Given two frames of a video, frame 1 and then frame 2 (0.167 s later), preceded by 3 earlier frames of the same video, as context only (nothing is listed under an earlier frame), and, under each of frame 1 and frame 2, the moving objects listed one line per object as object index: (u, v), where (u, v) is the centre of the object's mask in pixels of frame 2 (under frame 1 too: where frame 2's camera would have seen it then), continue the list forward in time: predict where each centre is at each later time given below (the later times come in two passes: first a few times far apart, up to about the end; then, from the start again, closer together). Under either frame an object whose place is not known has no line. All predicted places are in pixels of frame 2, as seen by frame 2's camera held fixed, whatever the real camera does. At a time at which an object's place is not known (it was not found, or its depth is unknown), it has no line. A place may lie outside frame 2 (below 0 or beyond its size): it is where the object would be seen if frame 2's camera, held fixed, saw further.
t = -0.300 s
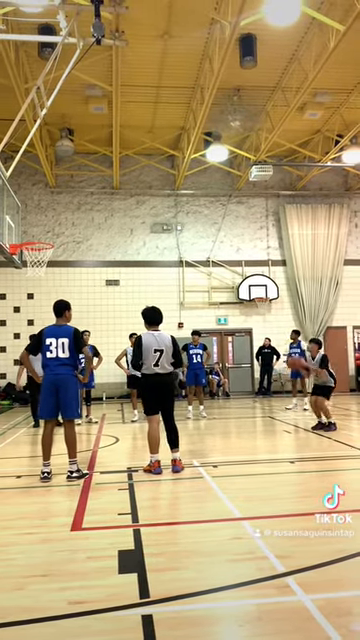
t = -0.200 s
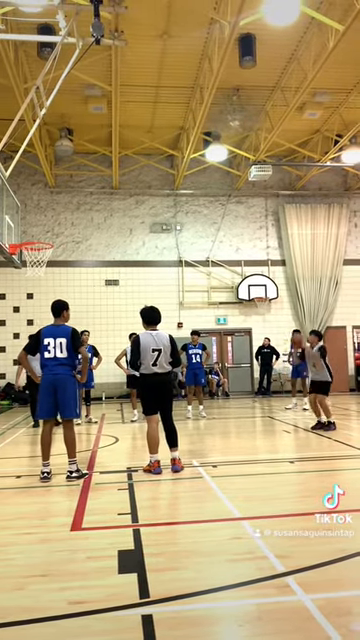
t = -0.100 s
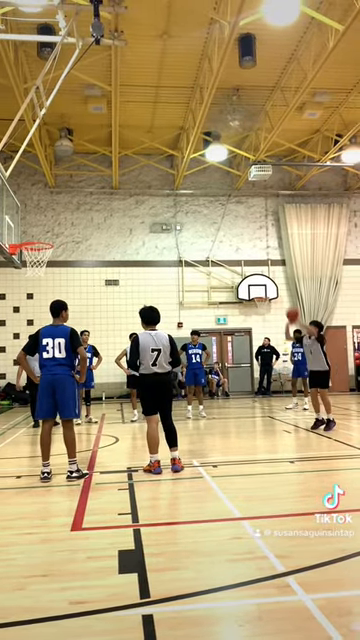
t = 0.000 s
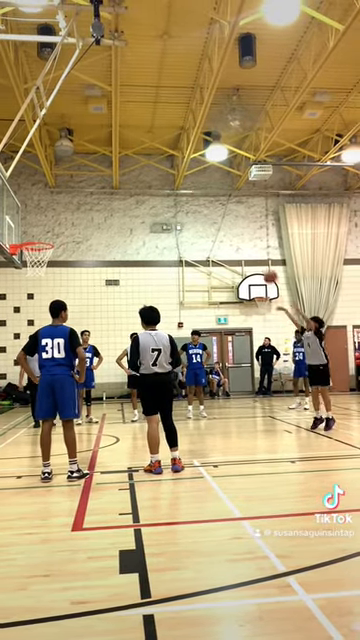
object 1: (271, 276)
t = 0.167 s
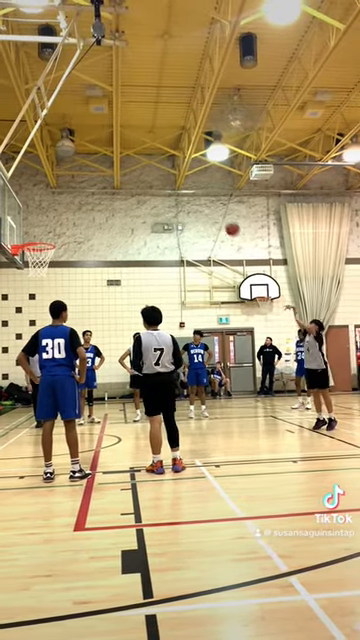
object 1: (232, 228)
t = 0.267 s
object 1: (209, 208)
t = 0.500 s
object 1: (156, 183)
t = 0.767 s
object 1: (98, 194)
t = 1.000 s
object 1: (46, 239)
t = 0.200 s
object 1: (224, 221)
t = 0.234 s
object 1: (216, 215)
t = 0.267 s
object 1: (209, 208)
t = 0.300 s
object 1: (201, 202)
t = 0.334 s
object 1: (194, 198)
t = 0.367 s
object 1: (186, 193)
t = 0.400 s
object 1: (179, 190)
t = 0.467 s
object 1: (164, 184)
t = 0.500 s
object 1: (156, 183)
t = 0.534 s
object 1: (149, 183)
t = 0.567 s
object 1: (142, 183)
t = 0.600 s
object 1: (133, 183)
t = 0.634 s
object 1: (127, 184)
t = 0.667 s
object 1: (120, 185)
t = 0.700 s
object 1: (113, 187)
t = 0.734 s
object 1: (104, 191)
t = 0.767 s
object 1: (98, 194)
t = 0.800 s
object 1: (90, 200)
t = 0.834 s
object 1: (82, 205)
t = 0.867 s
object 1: (75, 210)
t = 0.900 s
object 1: (68, 218)
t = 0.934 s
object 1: (60, 224)
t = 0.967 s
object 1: (53, 233)
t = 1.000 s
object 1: (46, 239)
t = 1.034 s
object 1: (39, 249)
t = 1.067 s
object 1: (30, 260)
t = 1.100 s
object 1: (25, 269)
